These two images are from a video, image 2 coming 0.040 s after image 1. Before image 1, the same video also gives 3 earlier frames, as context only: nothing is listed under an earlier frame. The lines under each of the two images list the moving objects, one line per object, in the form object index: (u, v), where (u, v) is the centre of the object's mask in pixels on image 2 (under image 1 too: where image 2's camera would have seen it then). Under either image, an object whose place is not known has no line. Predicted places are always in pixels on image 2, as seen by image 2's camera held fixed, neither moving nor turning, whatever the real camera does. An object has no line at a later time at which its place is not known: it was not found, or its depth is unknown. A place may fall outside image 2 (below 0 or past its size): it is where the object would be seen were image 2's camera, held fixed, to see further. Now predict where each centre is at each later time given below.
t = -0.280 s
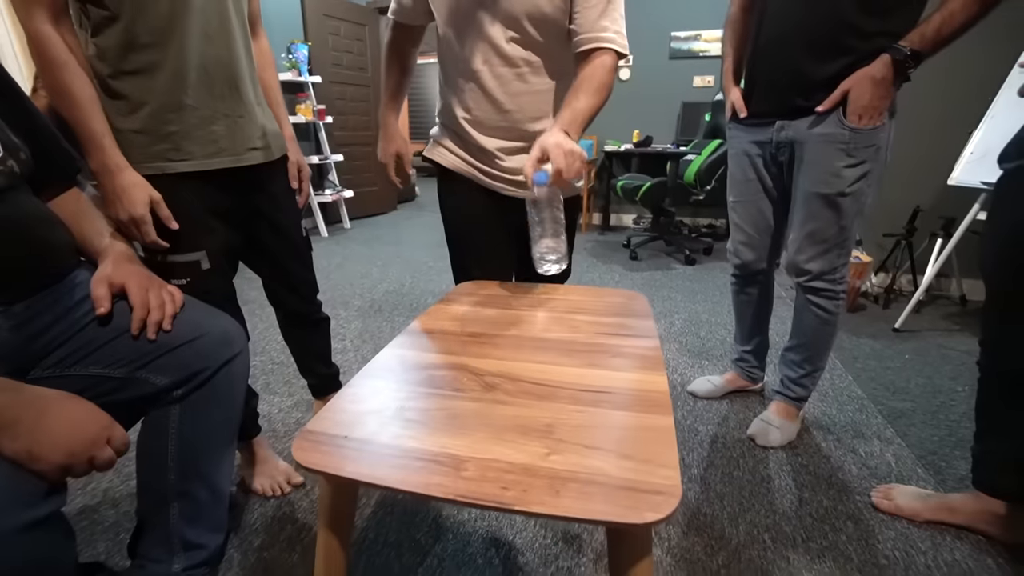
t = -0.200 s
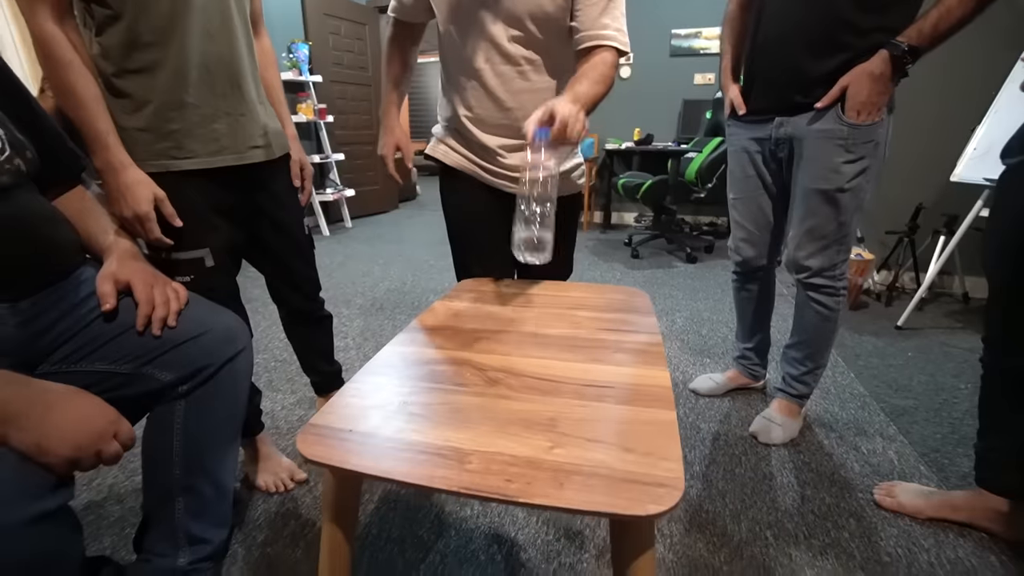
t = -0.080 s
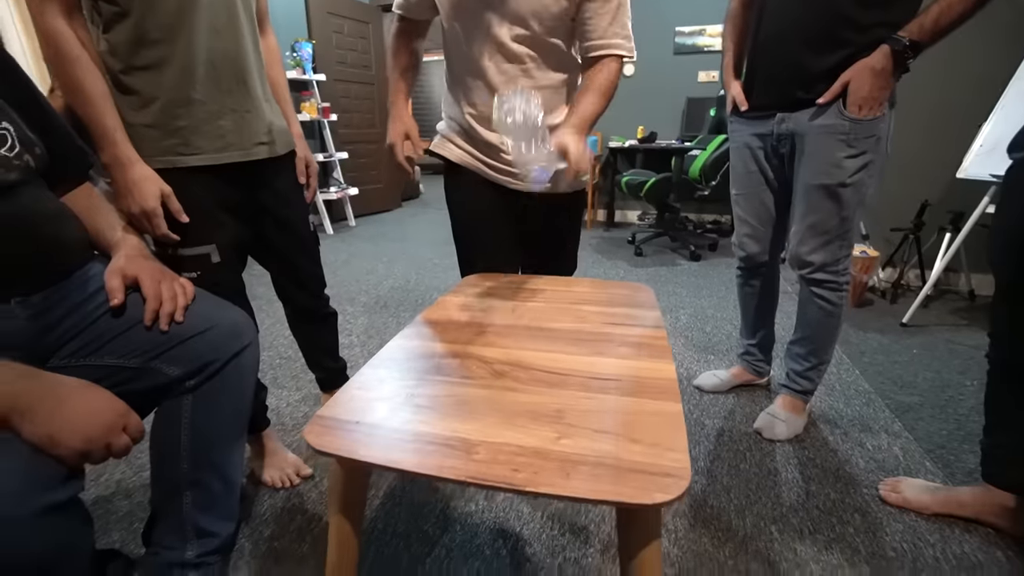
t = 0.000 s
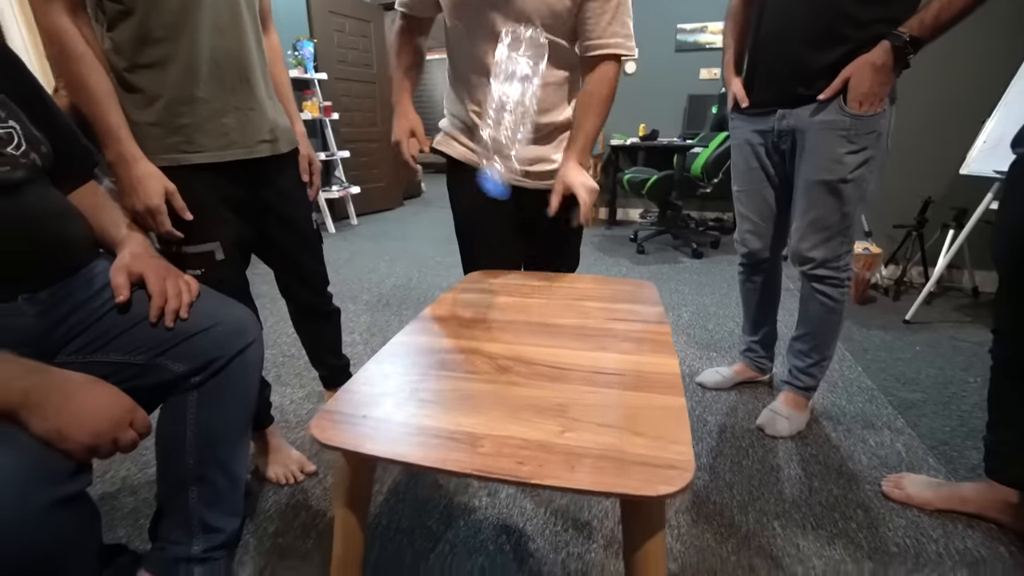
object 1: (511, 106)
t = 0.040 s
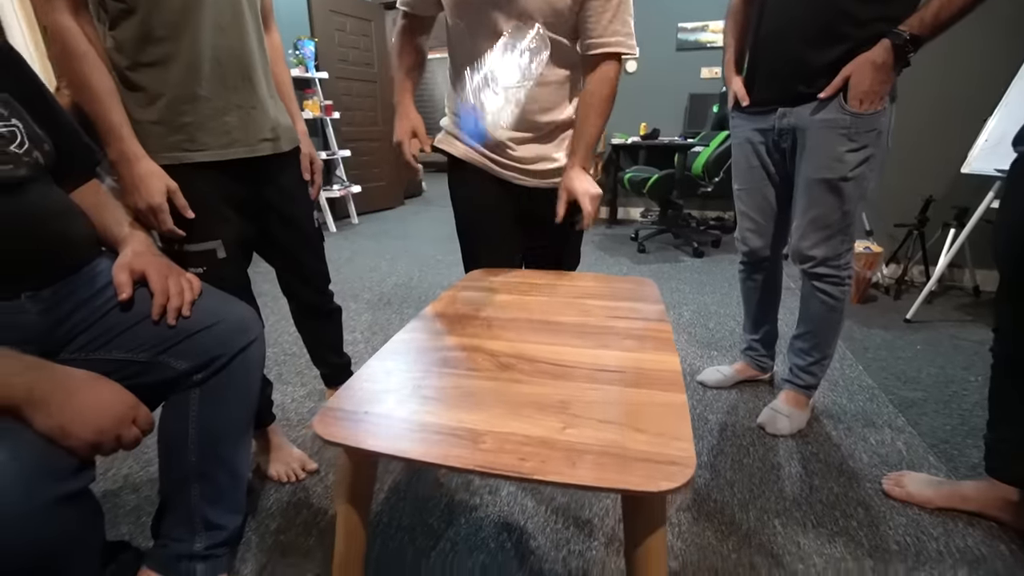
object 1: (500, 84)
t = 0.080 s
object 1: (495, 63)
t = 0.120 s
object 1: (500, 65)
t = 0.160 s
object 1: (505, 92)
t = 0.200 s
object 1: (505, 132)
